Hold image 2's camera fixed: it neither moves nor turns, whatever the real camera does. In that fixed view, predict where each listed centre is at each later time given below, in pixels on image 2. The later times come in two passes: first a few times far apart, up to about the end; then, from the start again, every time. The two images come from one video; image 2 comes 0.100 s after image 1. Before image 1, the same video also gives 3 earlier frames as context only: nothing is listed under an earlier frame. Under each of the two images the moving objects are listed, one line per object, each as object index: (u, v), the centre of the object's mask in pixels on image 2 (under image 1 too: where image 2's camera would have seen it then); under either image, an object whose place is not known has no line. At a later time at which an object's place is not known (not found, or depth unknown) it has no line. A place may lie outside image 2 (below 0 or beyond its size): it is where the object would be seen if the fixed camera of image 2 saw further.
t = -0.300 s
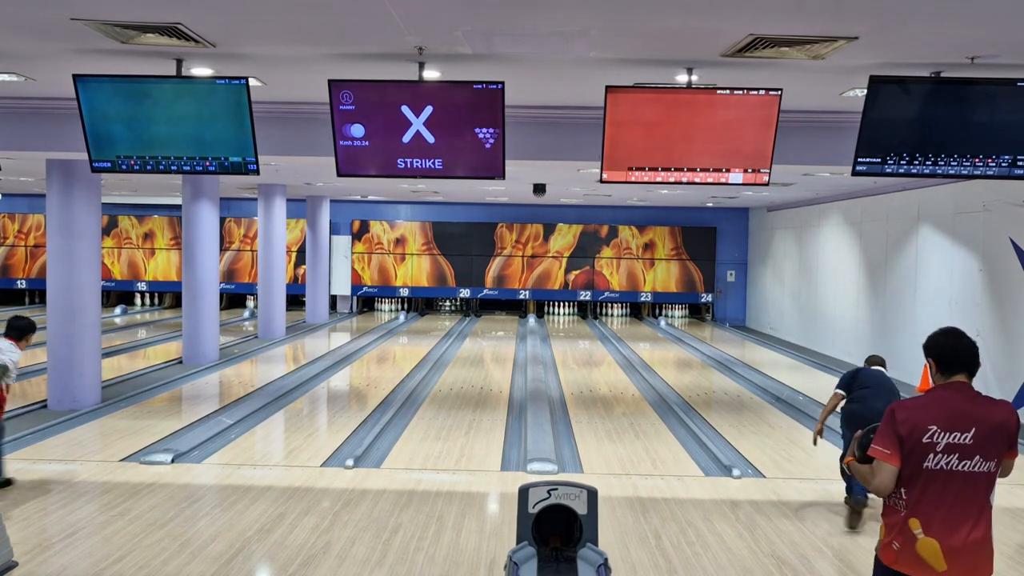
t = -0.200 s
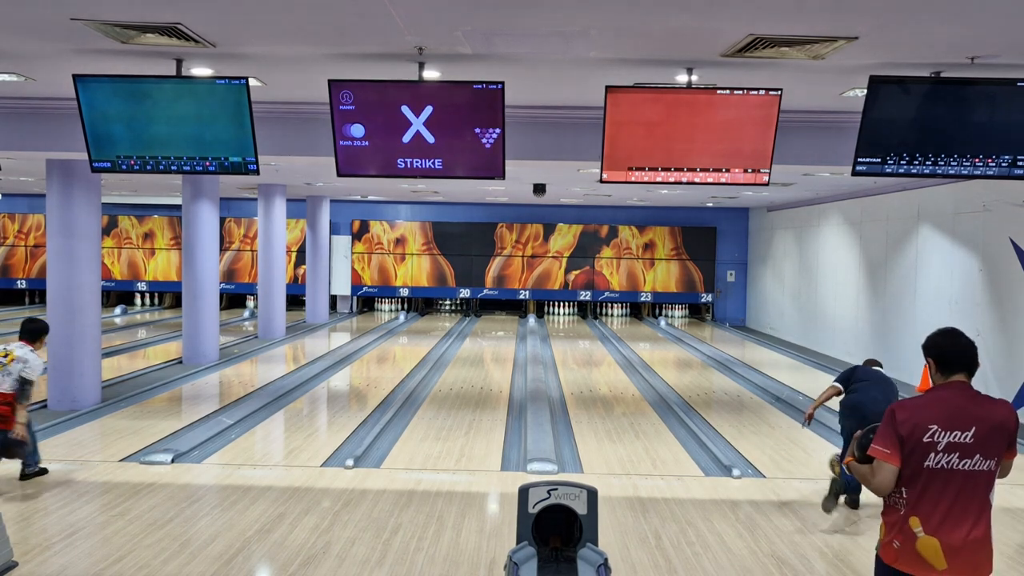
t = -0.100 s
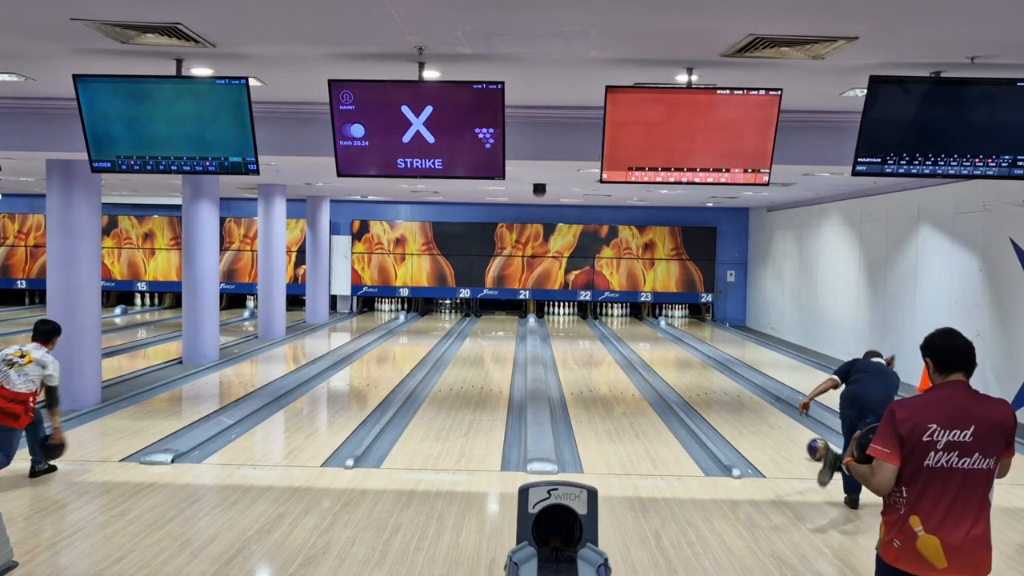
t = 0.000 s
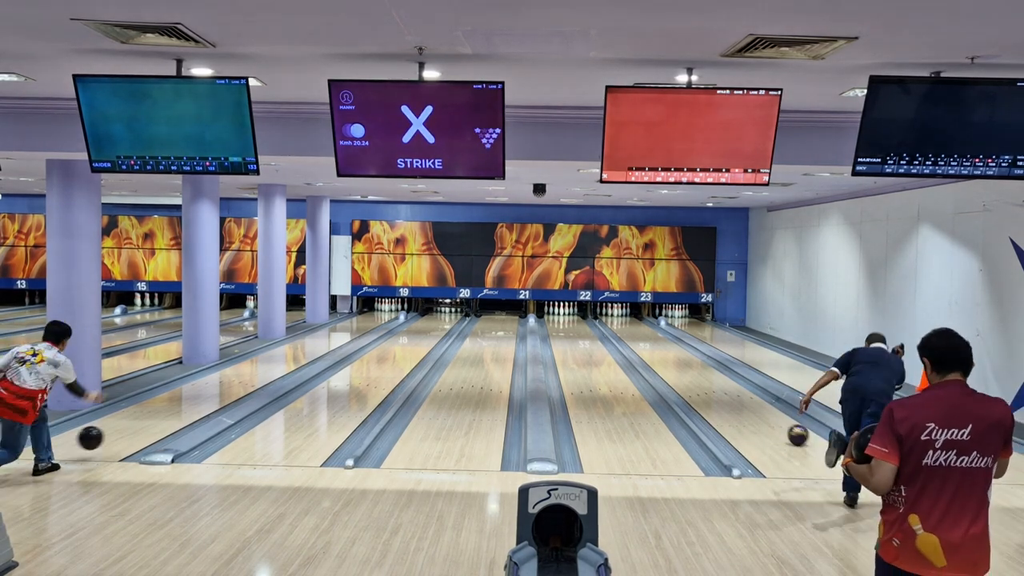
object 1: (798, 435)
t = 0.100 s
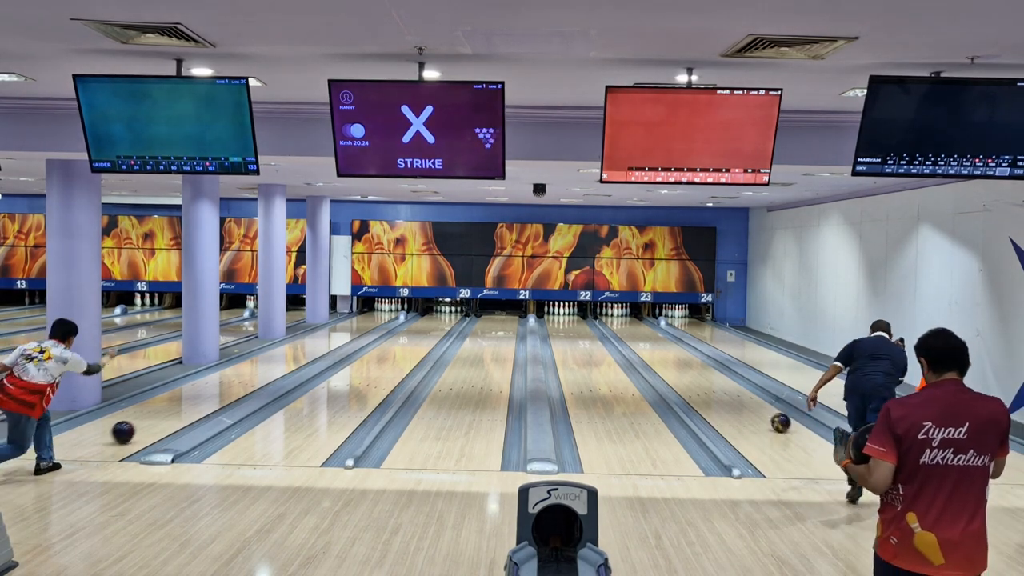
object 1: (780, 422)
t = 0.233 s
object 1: (761, 408)
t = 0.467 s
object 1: (733, 389)
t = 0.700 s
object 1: (711, 374)
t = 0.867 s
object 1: (698, 365)
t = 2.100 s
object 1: (638, 325)
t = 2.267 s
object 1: (632, 323)
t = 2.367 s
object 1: (629, 320)
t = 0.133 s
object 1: (775, 419)
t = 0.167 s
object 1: (770, 415)
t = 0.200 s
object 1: (765, 412)
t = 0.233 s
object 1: (761, 408)
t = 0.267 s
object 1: (756, 405)
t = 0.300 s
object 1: (752, 402)
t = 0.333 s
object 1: (748, 399)
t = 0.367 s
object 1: (743, 397)
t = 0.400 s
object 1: (740, 394)
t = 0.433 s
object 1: (736, 391)
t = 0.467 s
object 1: (733, 389)
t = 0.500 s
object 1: (729, 386)
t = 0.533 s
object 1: (726, 384)
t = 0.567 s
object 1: (723, 382)
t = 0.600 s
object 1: (719, 380)
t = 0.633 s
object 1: (716, 378)
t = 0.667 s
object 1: (714, 376)
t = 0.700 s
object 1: (711, 374)
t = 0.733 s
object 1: (708, 372)
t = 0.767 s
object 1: (705, 370)
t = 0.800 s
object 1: (703, 368)
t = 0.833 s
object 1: (700, 366)
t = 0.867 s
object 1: (698, 365)
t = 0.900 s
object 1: (695, 363)
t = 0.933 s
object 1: (693, 361)
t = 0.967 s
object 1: (691, 360)
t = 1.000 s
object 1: (689, 358)
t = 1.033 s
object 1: (687, 357)
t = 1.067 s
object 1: (684, 355)
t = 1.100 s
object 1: (682, 354)
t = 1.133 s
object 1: (680, 353)
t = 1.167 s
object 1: (679, 351)
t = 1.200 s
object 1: (677, 350)
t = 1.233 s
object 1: (675, 348)
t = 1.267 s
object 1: (673, 347)
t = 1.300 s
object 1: (671, 346)
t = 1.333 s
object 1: (670, 345)
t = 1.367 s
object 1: (668, 344)
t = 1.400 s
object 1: (667, 343)
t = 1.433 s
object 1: (665, 341)
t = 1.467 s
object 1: (663, 341)
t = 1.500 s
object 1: (661, 340)
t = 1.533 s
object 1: (660, 339)
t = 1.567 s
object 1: (659, 338)
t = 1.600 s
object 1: (657, 337)
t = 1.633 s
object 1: (655, 336)
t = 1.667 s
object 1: (654, 335)
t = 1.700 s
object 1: (653, 334)
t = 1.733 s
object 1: (651, 333)
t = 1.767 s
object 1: (651, 332)
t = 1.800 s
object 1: (649, 332)
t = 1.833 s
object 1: (648, 331)
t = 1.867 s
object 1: (646, 330)
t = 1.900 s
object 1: (645, 329)
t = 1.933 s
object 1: (644, 328)
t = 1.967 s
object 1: (642, 328)
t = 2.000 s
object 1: (641, 327)
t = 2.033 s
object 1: (640, 326)
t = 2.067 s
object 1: (639, 326)
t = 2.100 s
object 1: (638, 325)
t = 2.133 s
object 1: (637, 325)
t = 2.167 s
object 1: (636, 324)
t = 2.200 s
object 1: (634, 323)
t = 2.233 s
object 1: (634, 323)
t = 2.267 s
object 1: (632, 323)
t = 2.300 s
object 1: (631, 322)
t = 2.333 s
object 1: (630, 321)
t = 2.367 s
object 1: (629, 320)
